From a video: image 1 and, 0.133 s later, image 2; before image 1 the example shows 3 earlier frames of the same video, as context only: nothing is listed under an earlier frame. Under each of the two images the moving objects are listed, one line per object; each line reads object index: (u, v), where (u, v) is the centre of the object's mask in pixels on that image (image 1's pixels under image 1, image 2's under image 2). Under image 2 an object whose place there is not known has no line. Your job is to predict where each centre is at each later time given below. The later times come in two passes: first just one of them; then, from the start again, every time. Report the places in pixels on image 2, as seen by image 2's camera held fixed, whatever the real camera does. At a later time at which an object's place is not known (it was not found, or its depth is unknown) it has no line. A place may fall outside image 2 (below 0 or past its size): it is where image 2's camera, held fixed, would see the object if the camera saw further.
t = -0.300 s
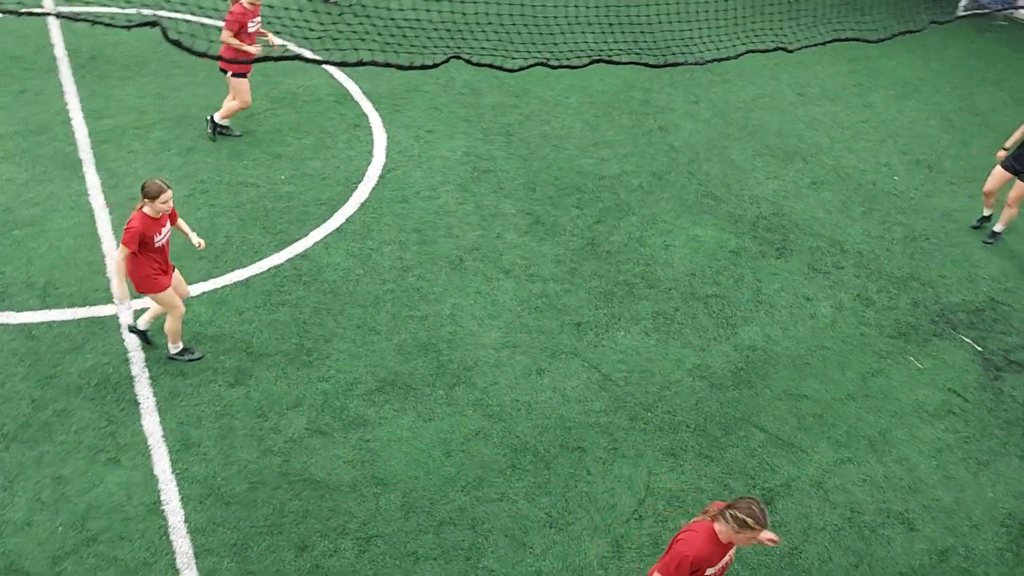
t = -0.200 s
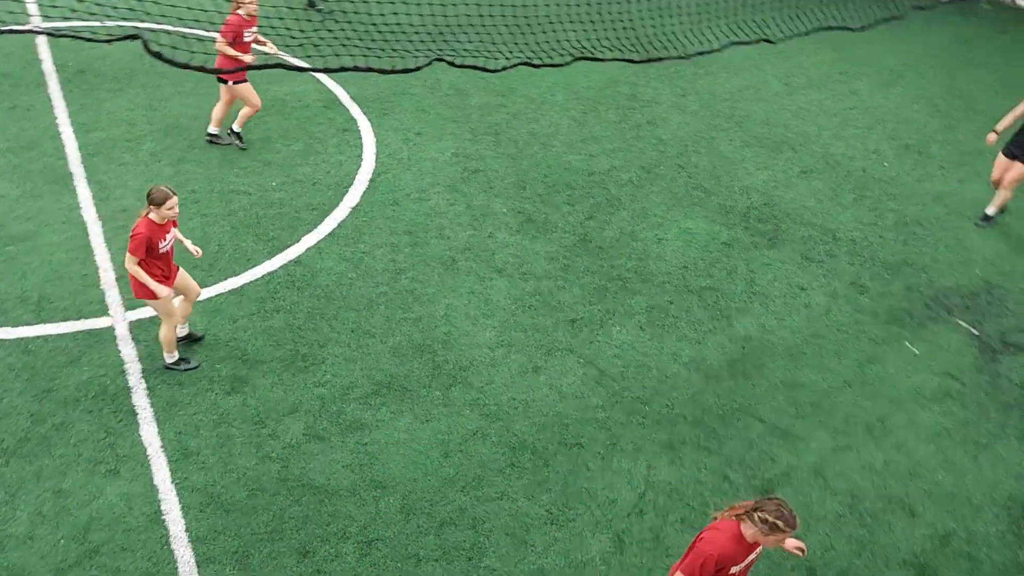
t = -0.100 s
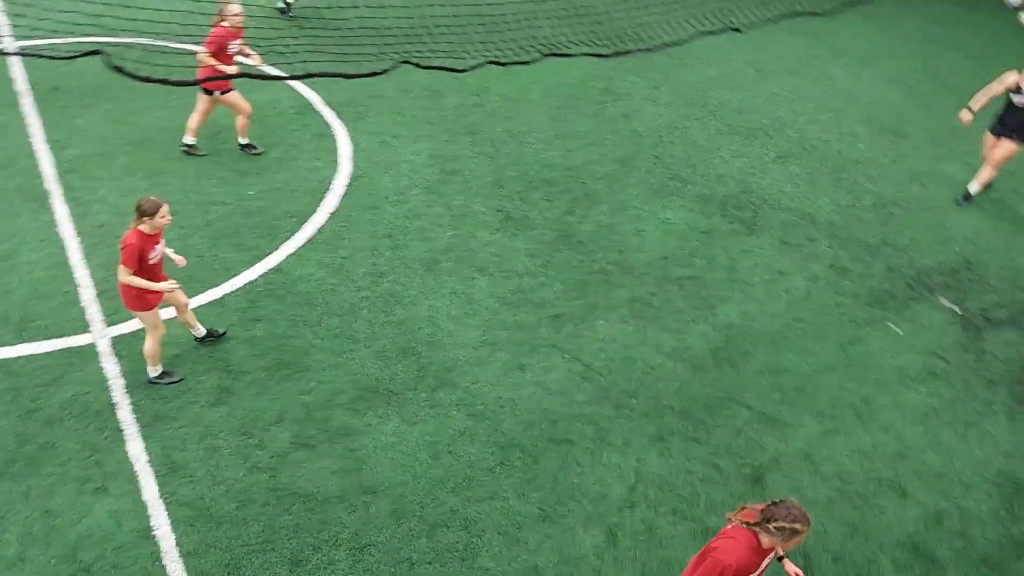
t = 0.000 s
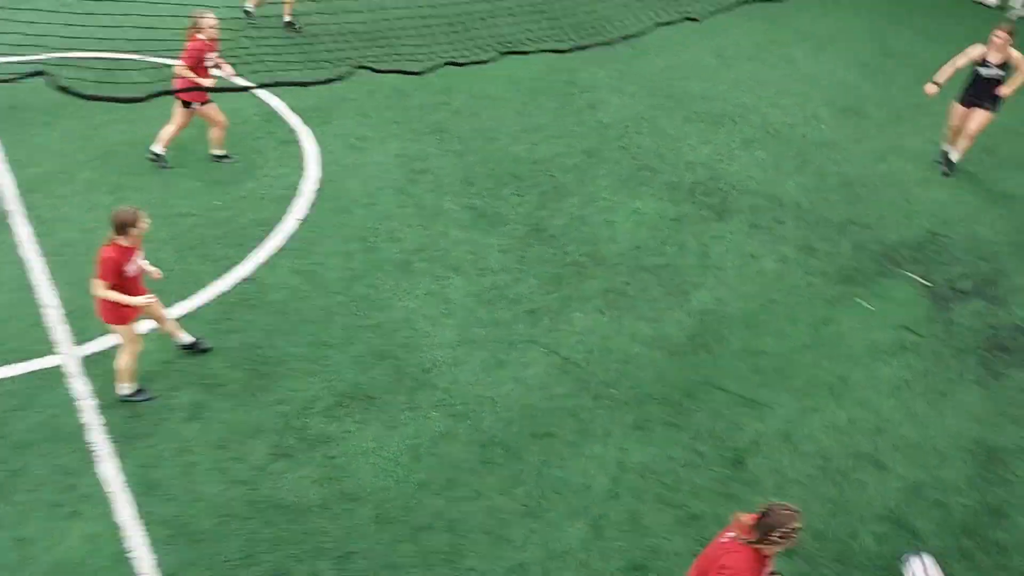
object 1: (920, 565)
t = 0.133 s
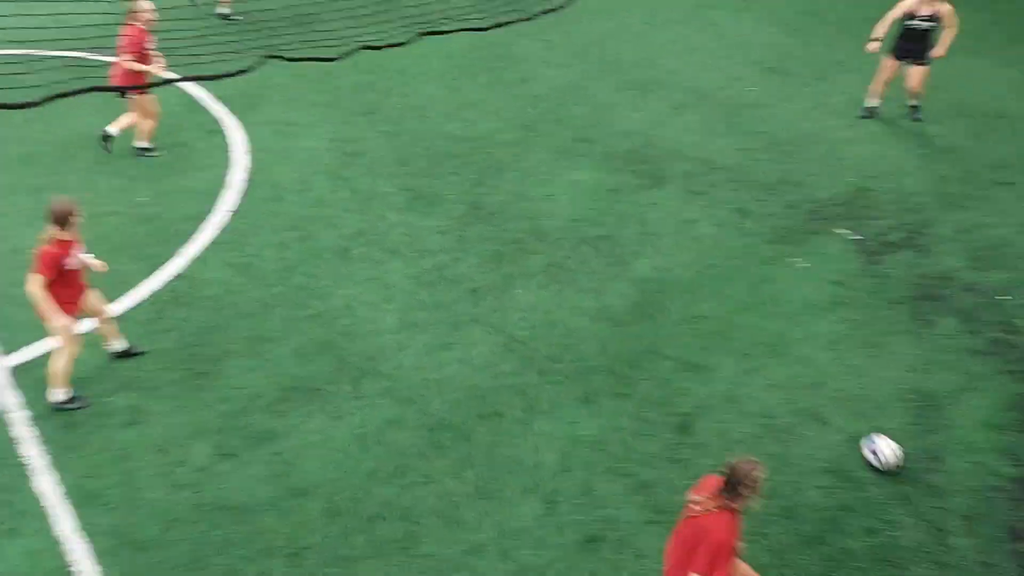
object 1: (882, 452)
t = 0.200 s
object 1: (892, 420)
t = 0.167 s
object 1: (888, 437)
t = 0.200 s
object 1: (892, 420)
